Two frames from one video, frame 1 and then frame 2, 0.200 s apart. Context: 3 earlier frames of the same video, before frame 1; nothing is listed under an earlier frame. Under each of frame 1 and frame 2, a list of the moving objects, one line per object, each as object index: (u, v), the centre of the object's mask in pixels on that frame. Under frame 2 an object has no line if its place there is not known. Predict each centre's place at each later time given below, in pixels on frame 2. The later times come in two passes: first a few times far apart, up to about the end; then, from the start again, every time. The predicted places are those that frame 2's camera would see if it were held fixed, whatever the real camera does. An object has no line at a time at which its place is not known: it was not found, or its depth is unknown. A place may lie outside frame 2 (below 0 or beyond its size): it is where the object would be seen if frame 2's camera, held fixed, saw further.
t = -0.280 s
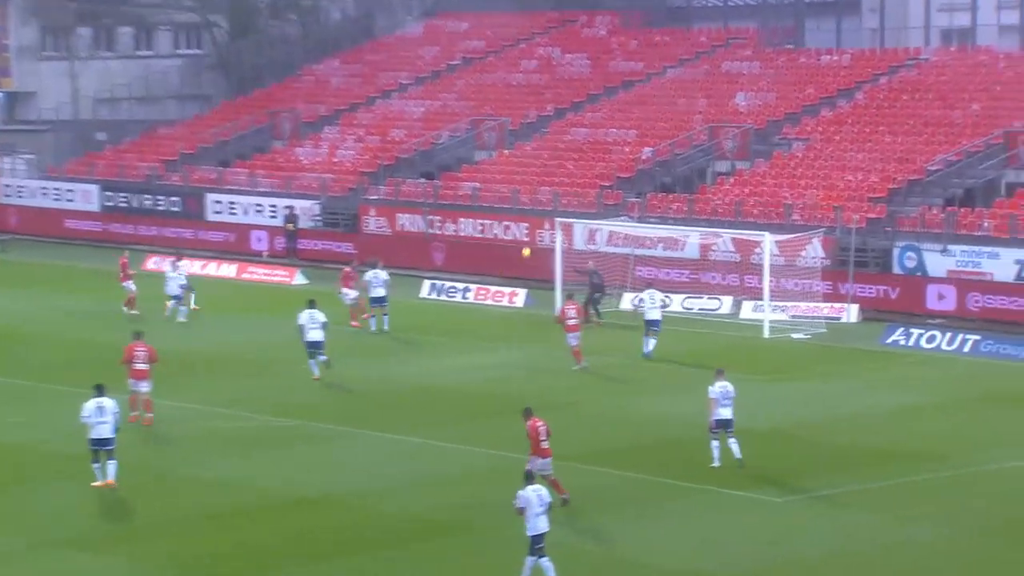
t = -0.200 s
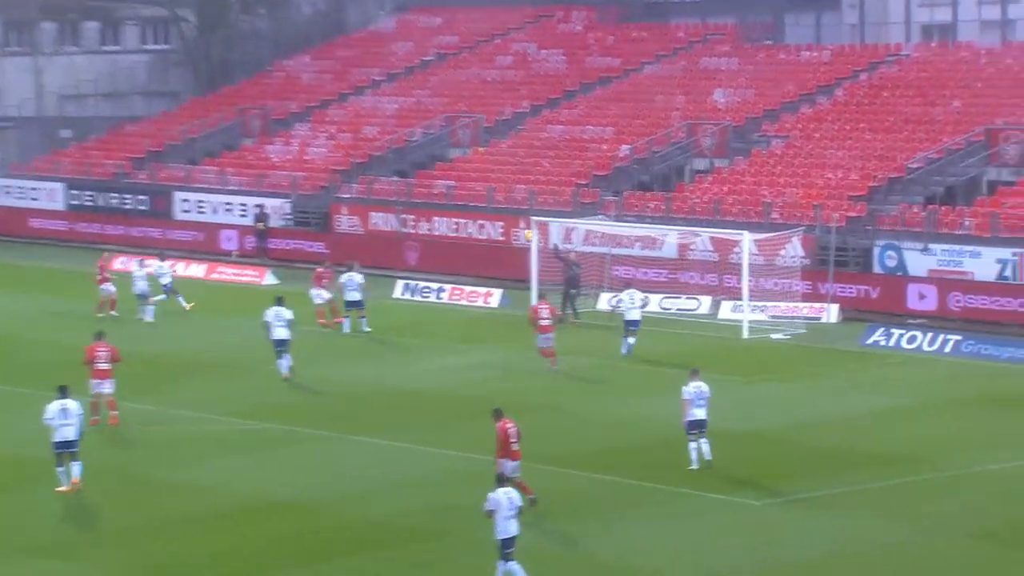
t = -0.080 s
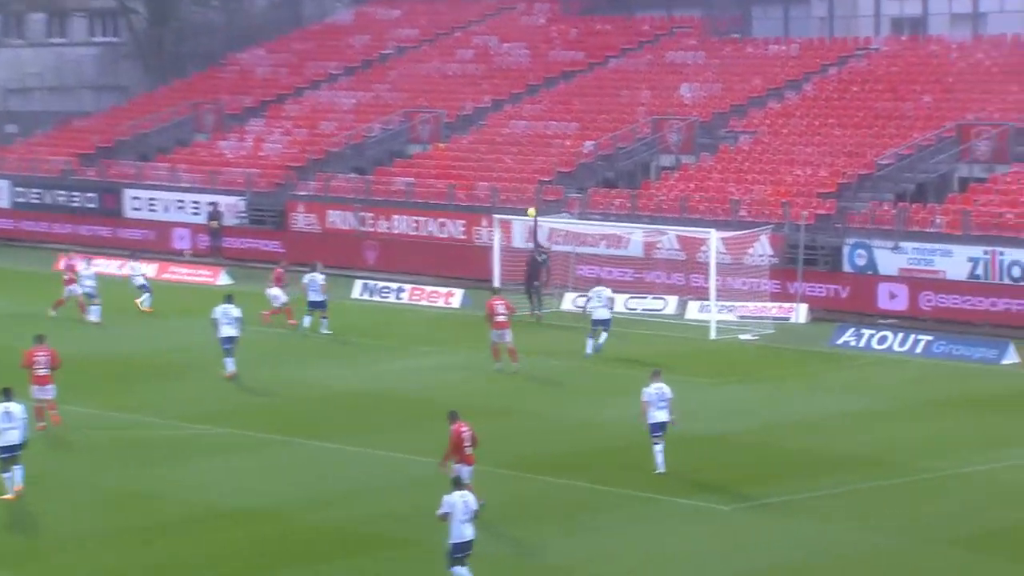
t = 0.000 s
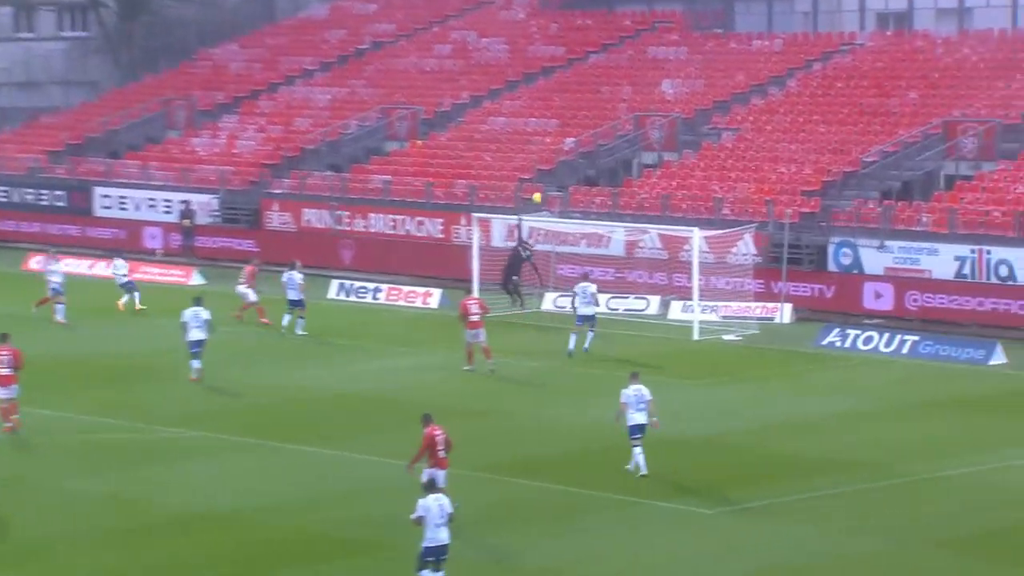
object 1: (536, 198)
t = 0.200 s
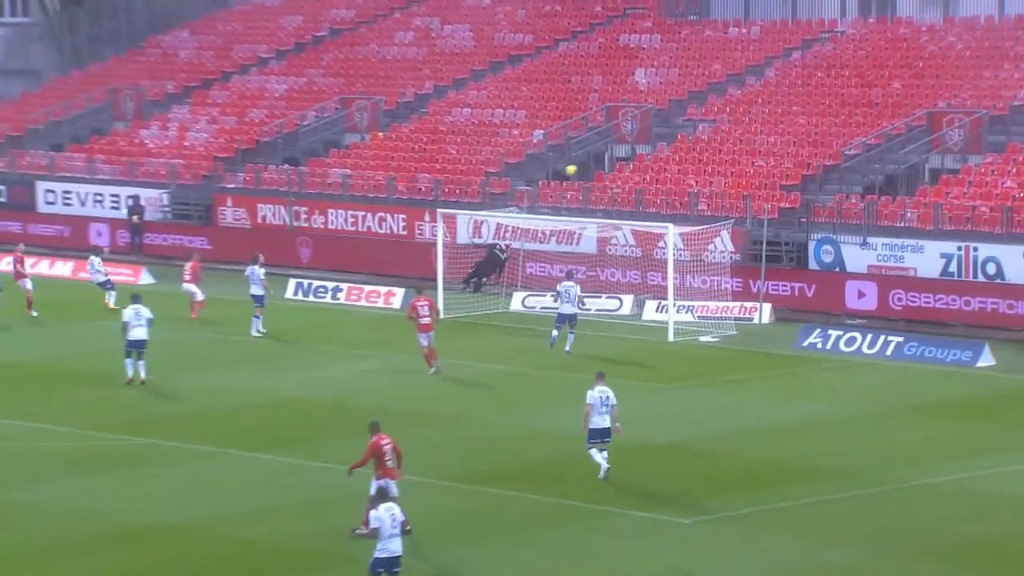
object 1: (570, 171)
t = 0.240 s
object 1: (583, 167)
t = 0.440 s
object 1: (648, 165)
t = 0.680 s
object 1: (726, 188)
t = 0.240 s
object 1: (583, 167)
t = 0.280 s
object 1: (596, 166)
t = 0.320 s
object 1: (609, 165)
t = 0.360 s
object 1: (622, 164)
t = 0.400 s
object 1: (635, 165)
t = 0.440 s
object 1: (648, 165)
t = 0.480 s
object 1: (661, 167)
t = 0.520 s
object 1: (674, 169)
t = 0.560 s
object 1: (687, 173)
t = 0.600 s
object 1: (700, 177)
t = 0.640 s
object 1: (713, 182)
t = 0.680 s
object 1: (726, 188)
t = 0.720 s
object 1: (738, 194)
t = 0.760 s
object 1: (750, 200)
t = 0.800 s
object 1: (761, 209)
